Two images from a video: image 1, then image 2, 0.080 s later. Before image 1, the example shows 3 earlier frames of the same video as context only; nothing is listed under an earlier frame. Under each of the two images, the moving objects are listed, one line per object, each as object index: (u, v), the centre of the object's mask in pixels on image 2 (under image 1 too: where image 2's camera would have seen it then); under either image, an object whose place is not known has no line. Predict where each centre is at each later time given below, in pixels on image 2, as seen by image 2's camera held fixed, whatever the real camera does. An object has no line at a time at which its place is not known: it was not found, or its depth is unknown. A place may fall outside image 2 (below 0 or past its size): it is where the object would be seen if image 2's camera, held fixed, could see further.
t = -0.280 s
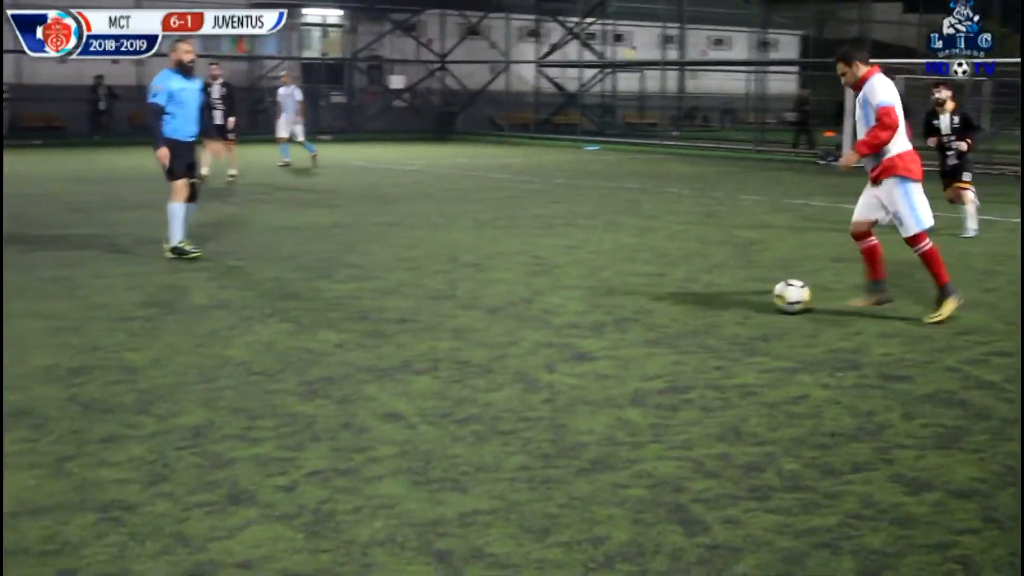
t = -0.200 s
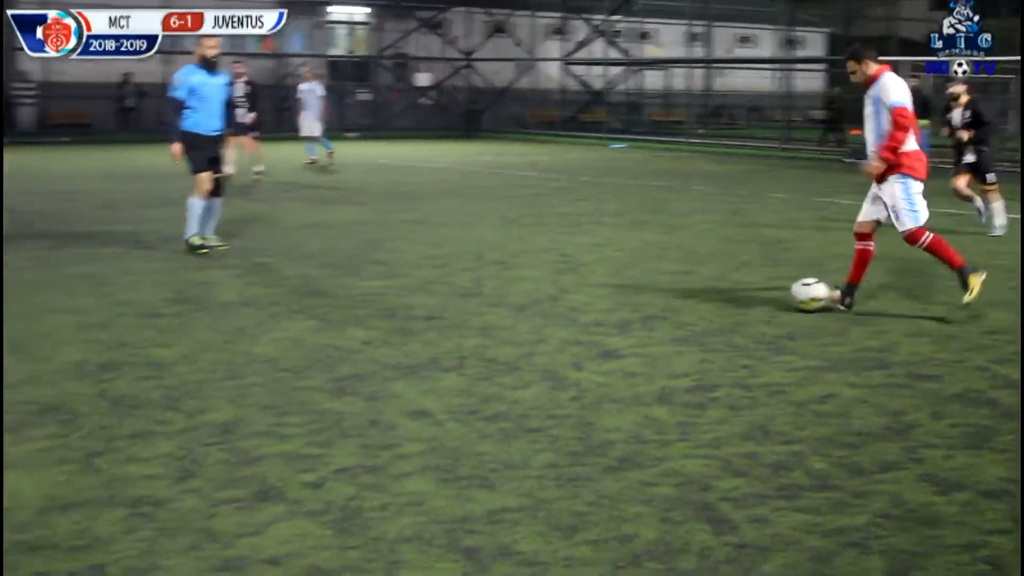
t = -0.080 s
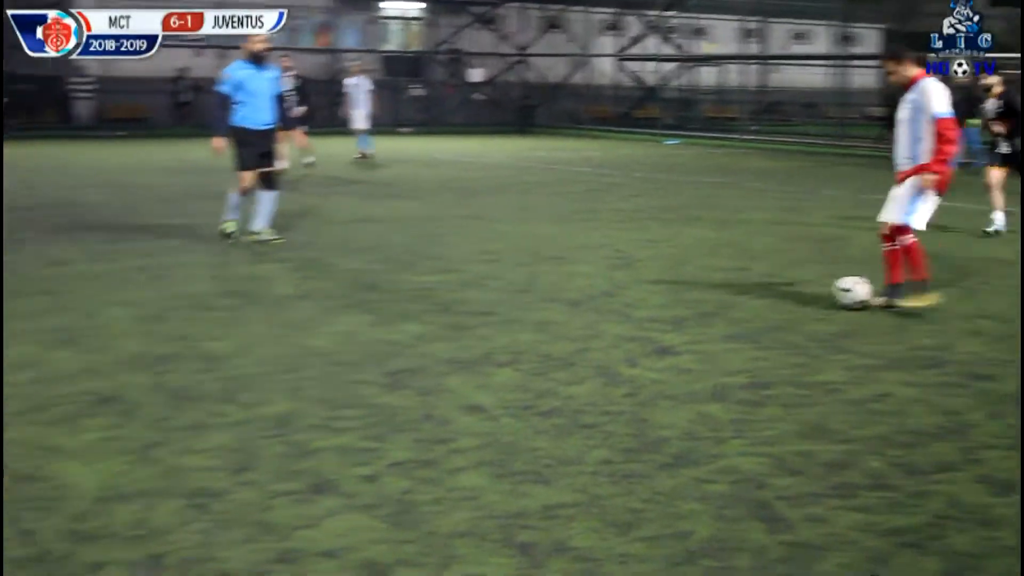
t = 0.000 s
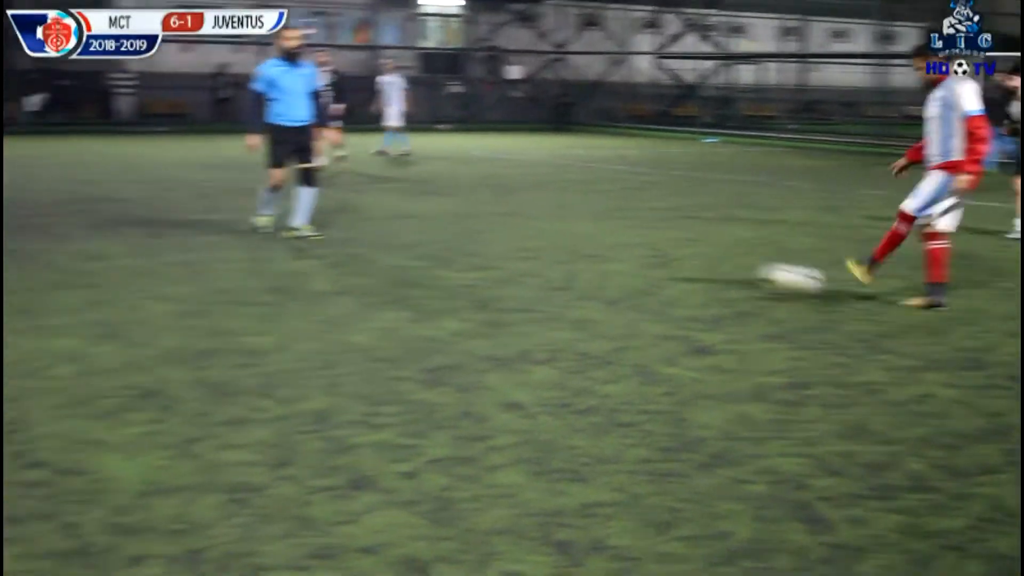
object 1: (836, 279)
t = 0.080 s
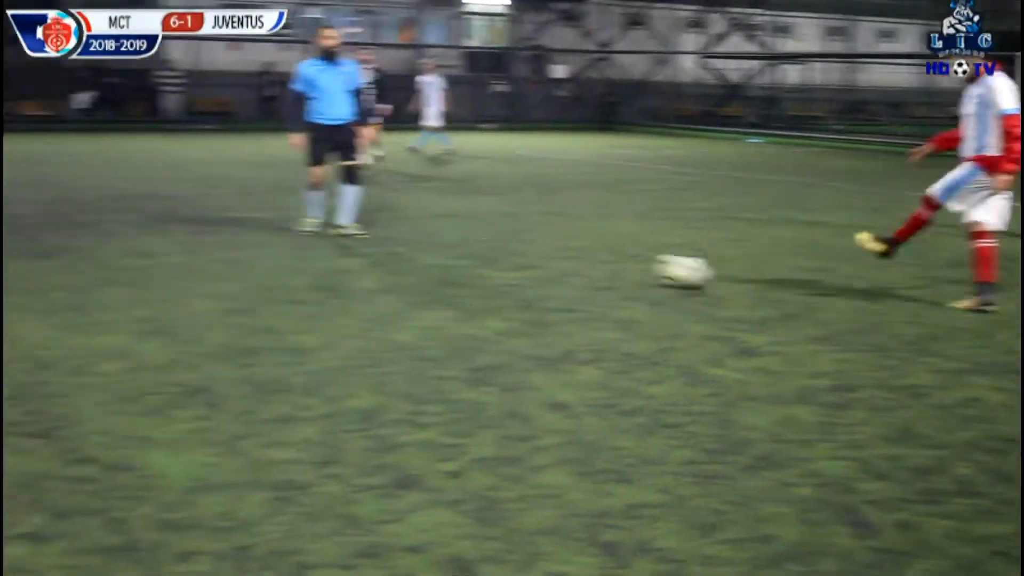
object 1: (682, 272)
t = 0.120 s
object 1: (617, 264)
